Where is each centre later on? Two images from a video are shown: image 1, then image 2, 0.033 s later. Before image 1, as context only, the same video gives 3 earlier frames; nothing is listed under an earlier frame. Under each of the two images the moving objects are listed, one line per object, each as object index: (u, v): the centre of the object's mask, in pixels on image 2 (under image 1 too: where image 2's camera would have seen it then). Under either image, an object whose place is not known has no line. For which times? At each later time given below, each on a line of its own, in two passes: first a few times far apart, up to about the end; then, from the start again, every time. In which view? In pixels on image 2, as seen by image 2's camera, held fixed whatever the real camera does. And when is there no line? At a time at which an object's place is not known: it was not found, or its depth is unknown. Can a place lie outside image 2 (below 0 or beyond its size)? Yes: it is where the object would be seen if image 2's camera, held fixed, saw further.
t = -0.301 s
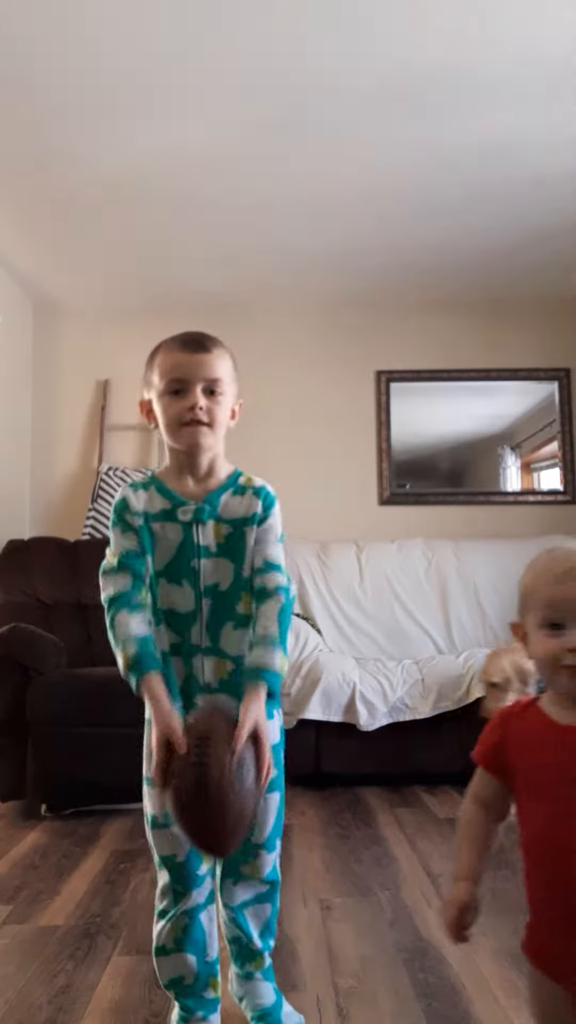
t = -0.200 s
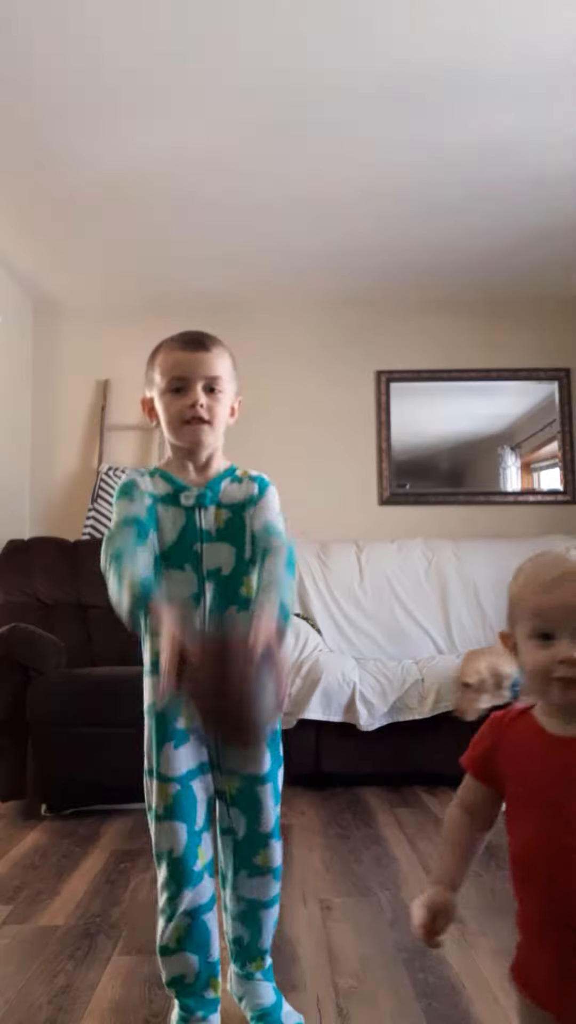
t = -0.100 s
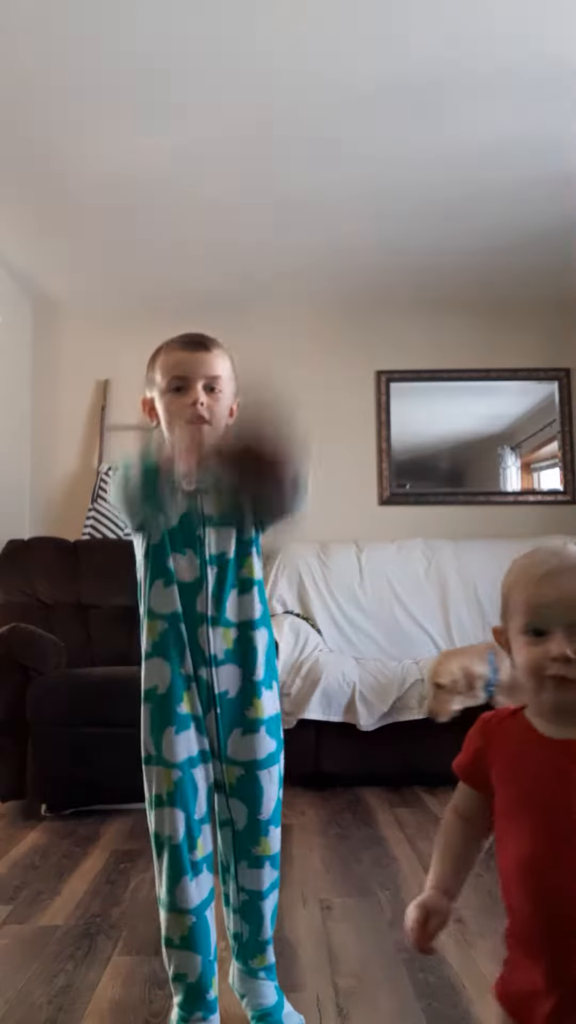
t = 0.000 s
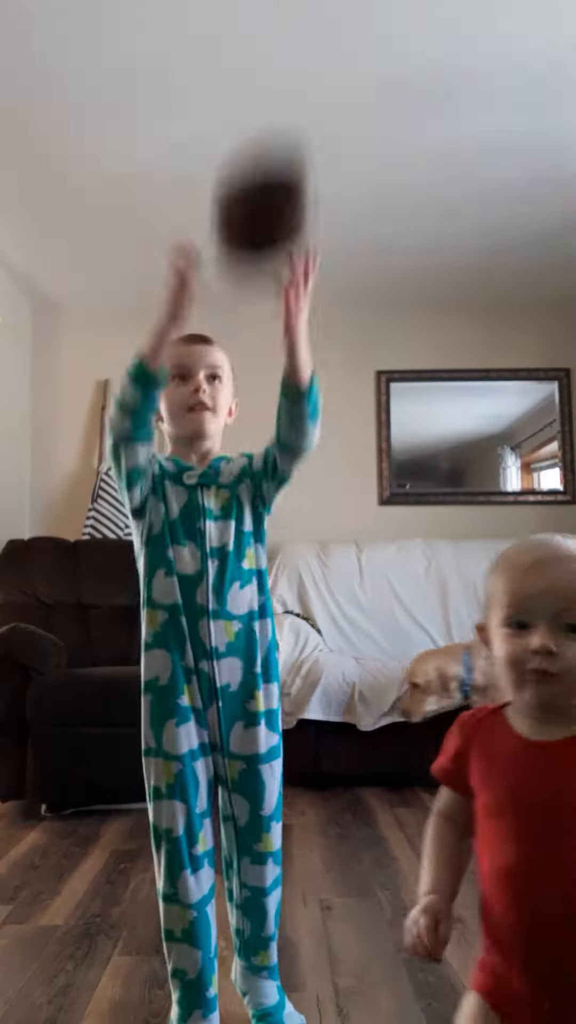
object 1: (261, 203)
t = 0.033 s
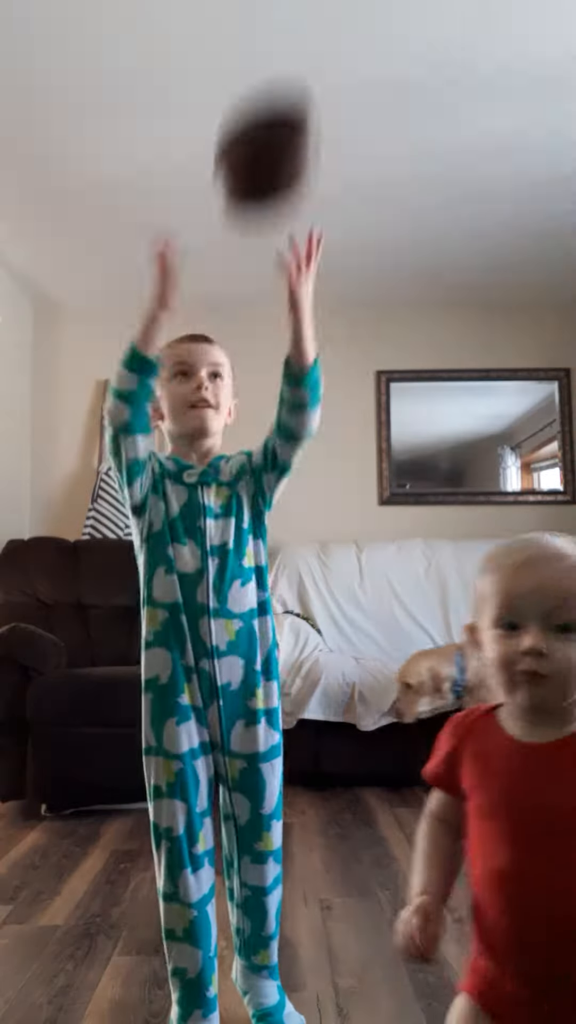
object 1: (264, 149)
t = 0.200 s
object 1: (271, 39)
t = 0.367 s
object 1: (284, 65)
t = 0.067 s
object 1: (268, 108)
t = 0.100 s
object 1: (271, 74)
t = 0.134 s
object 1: (272, 54)
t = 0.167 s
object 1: (271, 44)
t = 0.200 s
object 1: (271, 39)
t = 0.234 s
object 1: (272, 37)
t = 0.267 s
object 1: (273, 38)
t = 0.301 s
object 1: (277, 41)
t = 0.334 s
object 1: (282, 47)
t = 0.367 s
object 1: (284, 65)
